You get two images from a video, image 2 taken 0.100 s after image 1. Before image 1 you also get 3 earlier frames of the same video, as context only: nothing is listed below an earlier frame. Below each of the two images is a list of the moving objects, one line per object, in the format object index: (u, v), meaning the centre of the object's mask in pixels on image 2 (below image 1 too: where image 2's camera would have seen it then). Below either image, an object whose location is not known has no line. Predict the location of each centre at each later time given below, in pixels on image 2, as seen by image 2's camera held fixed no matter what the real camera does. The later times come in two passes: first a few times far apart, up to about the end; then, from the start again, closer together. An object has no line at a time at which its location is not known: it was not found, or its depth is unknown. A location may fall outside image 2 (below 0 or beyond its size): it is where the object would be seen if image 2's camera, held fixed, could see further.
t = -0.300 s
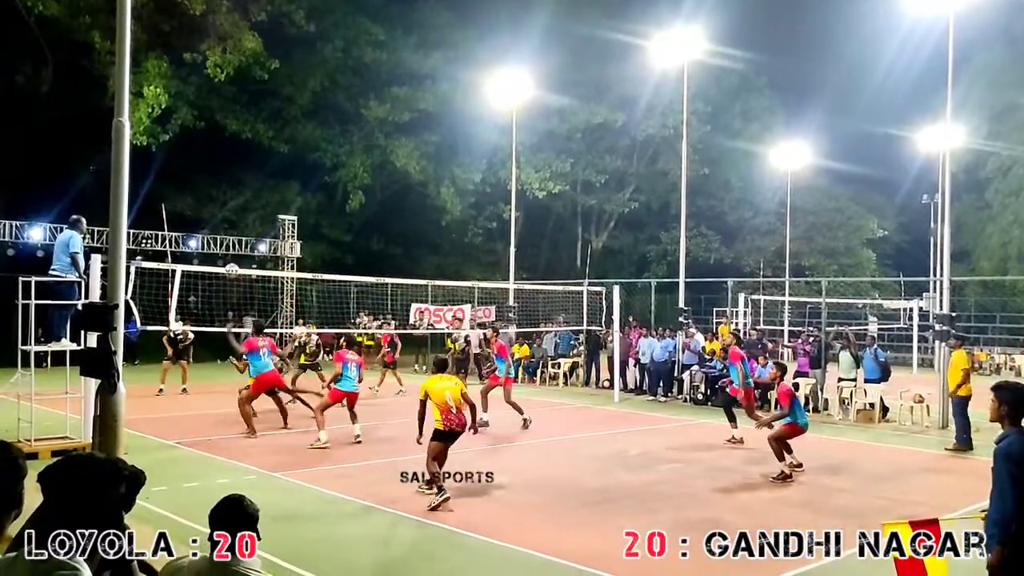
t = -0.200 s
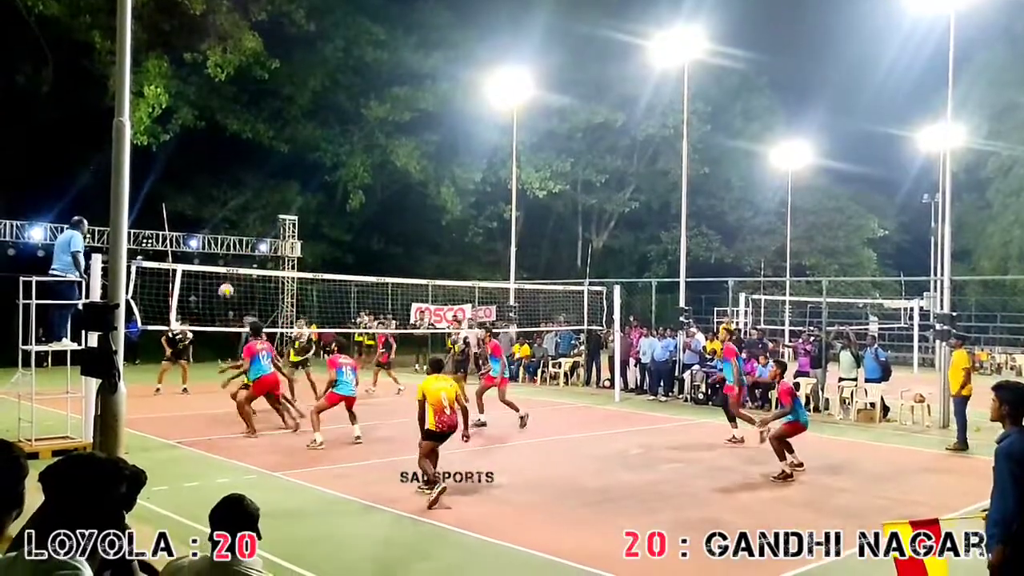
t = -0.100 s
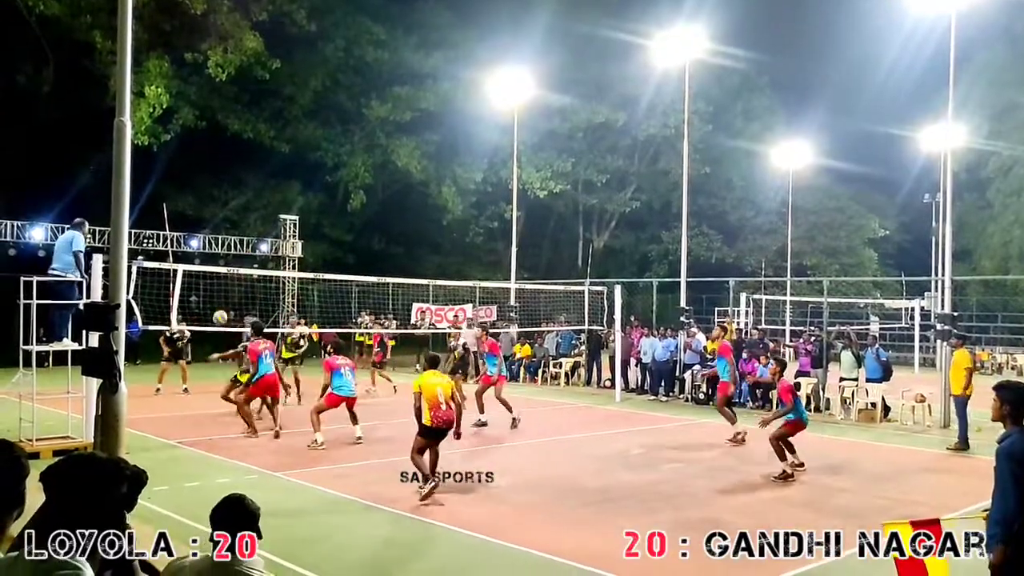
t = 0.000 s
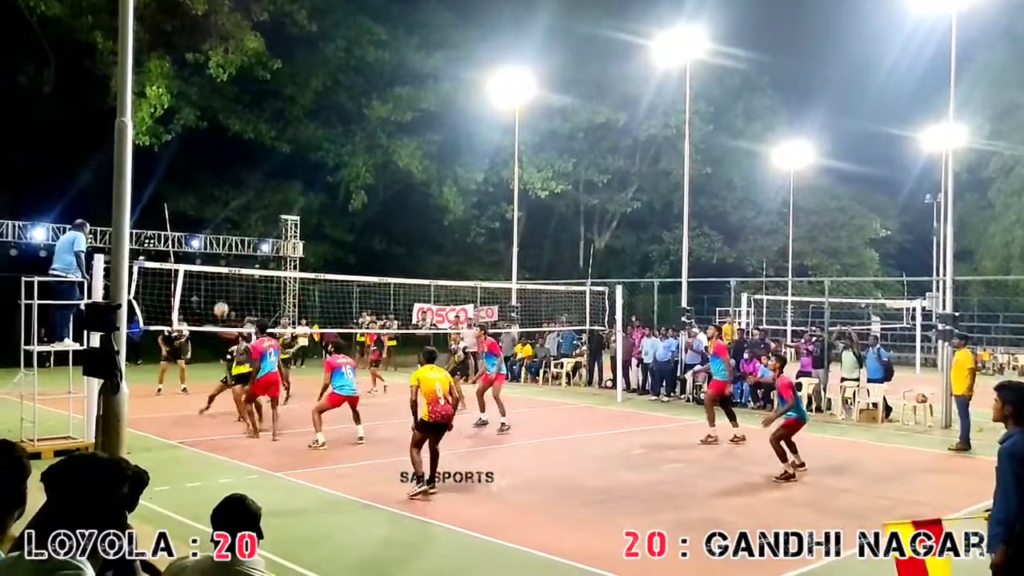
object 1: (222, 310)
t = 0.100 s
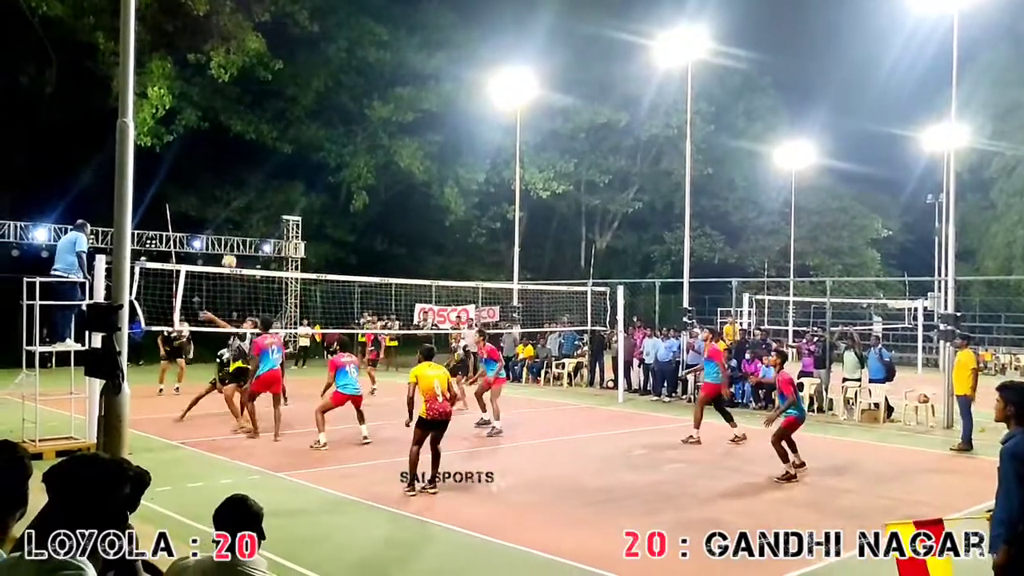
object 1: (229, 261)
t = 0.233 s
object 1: (237, 210)
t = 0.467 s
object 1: (250, 150)
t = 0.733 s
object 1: (263, 122)
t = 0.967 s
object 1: (273, 130)
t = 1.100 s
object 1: (279, 148)
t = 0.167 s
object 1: (233, 233)
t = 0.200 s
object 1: (235, 222)
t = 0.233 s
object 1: (237, 210)
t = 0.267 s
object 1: (239, 199)
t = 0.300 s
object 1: (241, 189)
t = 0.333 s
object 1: (243, 180)
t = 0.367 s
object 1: (245, 171)
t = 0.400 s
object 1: (246, 163)
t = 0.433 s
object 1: (248, 156)
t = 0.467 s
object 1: (250, 150)
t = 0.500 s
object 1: (252, 144)
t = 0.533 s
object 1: (253, 139)
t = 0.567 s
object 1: (255, 134)
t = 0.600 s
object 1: (257, 131)
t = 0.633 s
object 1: (258, 127)
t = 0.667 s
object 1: (260, 125)
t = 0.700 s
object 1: (261, 123)
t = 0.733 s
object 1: (263, 122)
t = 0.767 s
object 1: (265, 122)
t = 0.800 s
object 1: (266, 122)
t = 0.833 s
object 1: (268, 122)
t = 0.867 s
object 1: (269, 123)
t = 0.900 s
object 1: (271, 125)
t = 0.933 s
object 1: (272, 128)
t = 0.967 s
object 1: (273, 130)
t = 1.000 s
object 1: (275, 134)
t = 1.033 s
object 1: (276, 138)
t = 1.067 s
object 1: (278, 143)
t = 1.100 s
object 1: (279, 148)
